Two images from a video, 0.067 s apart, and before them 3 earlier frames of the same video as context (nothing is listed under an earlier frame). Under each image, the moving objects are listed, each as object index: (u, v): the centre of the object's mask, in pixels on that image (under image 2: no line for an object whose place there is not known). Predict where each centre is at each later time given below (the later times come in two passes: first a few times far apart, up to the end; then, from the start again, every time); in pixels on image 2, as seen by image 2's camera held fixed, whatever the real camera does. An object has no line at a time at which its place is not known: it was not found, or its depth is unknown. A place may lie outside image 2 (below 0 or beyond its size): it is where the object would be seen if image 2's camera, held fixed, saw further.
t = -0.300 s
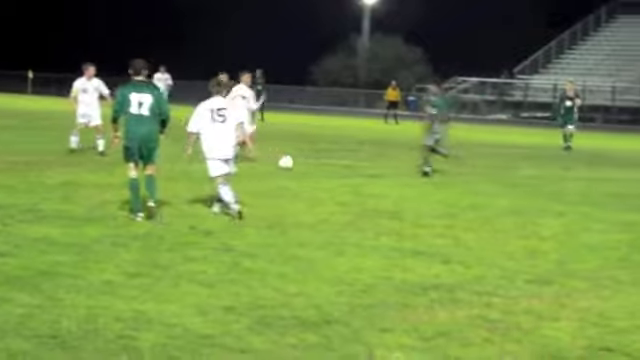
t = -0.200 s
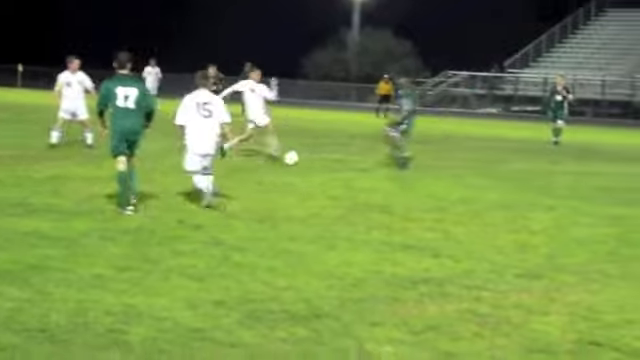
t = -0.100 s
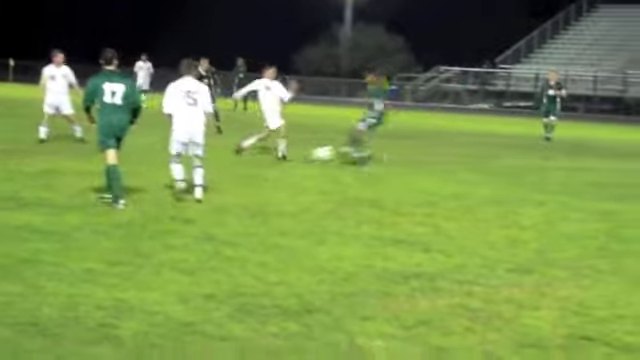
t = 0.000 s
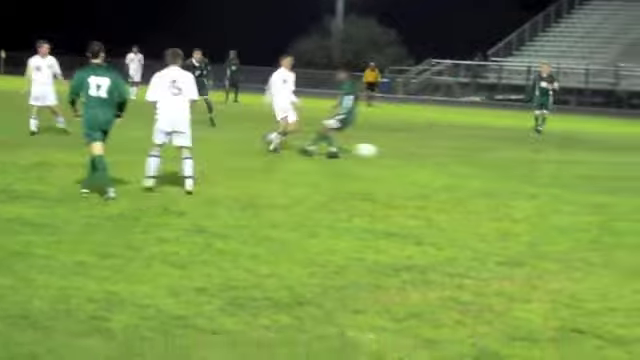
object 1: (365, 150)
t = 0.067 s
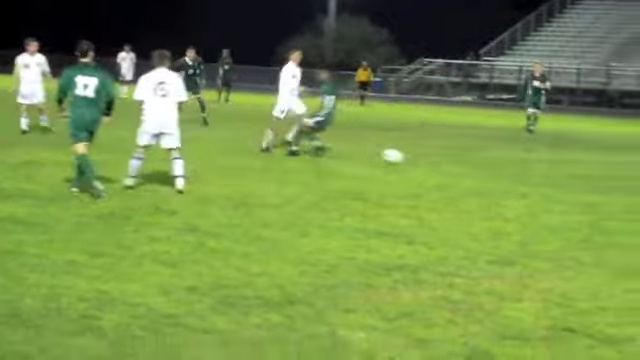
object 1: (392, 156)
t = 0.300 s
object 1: (511, 161)
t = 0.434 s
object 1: (585, 175)
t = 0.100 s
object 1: (410, 160)
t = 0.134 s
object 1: (427, 160)
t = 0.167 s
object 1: (443, 159)
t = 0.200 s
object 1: (460, 158)
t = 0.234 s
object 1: (477, 159)
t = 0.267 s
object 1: (494, 159)
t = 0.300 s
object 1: (511, 161)
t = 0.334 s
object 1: (529, 163)
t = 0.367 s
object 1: (547, 166)
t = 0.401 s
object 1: (567, 170)
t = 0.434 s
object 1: (585, 175)
